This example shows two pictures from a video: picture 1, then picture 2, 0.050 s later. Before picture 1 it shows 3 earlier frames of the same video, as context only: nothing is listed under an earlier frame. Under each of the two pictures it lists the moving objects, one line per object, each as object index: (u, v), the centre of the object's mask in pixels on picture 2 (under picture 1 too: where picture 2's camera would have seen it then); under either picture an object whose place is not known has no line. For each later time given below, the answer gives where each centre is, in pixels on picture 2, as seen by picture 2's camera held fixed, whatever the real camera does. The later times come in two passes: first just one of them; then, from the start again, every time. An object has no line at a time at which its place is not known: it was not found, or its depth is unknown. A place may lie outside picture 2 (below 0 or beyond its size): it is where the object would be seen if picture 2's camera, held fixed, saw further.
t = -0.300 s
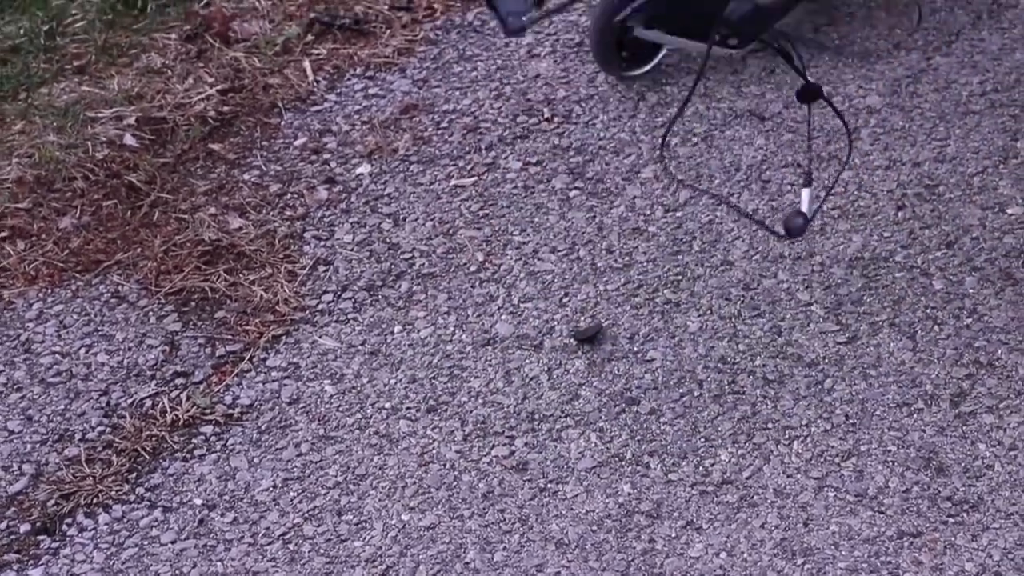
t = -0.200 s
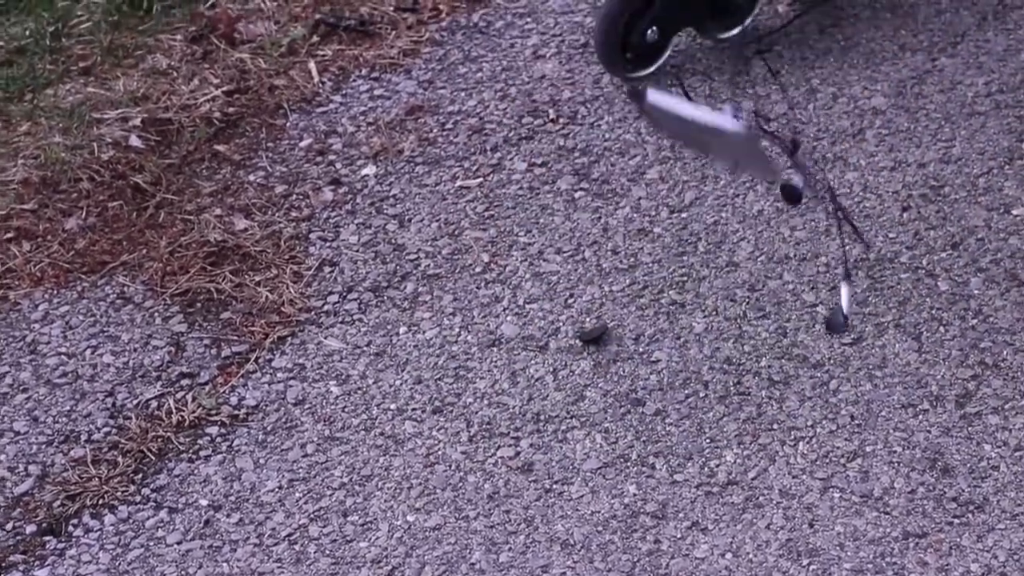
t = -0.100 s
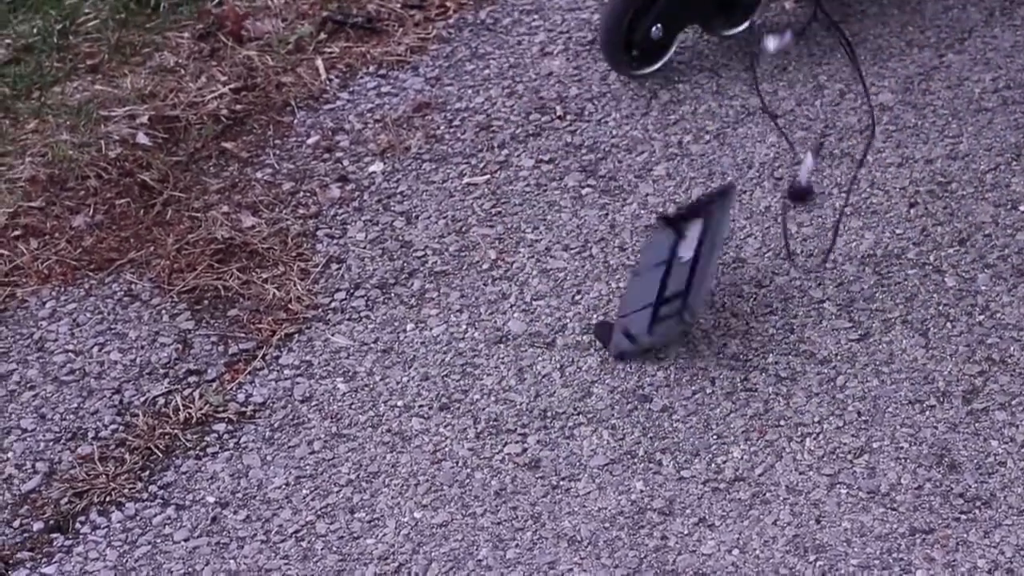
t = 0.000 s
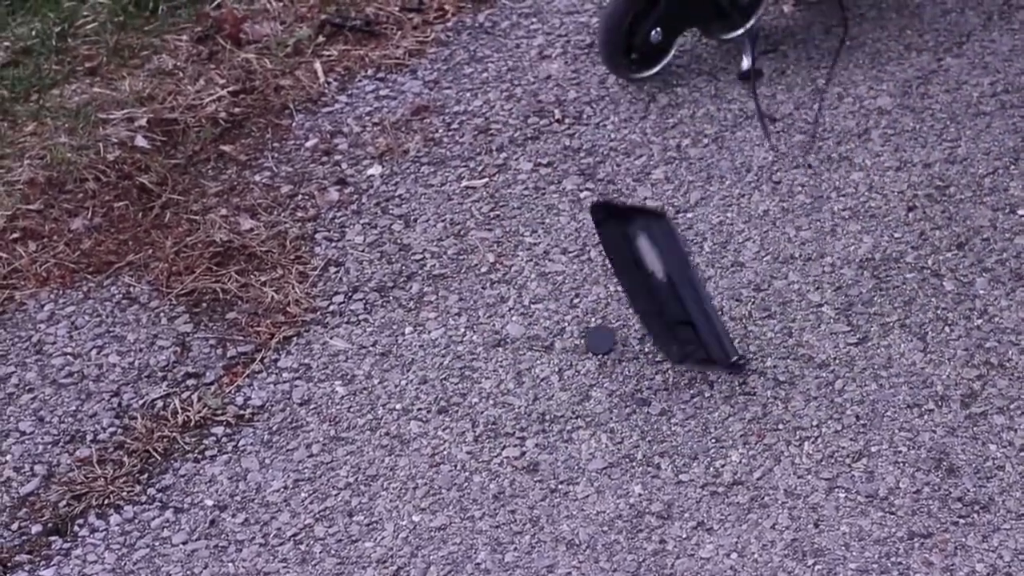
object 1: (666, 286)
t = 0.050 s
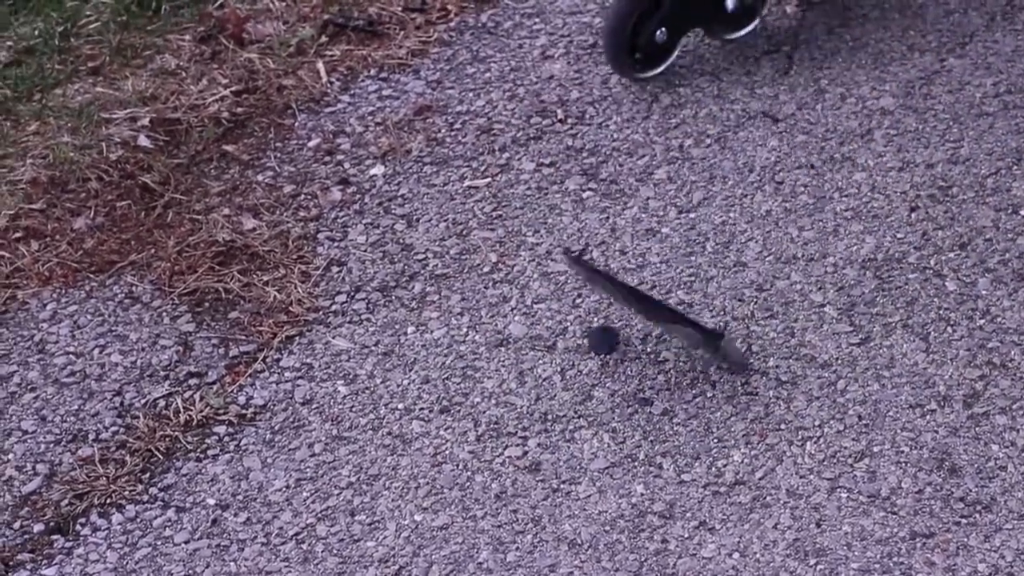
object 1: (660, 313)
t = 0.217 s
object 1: (624, 360)
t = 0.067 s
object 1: (642, 321)
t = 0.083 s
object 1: (639, 327)
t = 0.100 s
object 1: (639, 338)
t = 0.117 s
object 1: (634, 355)
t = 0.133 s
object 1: (631, 365)
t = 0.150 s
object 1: (630, 369)
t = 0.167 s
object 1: (628, 362)
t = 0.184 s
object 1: (624, 358)
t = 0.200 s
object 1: (624, 359)
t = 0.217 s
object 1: (624, 360)
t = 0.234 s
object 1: (625, 361)
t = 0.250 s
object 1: (626, 364)
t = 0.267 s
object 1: (626, 368)
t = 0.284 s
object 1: (626, 370)
